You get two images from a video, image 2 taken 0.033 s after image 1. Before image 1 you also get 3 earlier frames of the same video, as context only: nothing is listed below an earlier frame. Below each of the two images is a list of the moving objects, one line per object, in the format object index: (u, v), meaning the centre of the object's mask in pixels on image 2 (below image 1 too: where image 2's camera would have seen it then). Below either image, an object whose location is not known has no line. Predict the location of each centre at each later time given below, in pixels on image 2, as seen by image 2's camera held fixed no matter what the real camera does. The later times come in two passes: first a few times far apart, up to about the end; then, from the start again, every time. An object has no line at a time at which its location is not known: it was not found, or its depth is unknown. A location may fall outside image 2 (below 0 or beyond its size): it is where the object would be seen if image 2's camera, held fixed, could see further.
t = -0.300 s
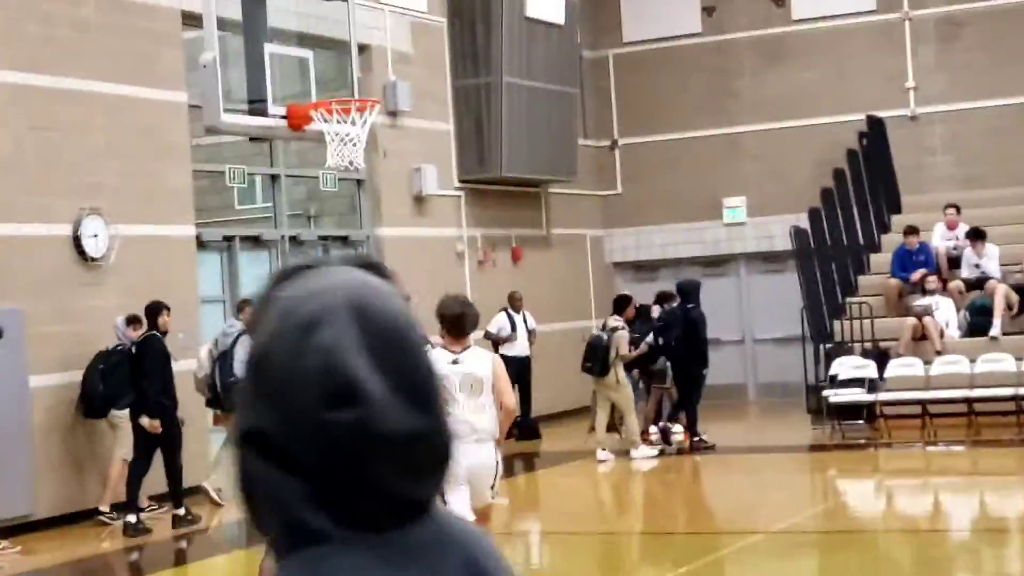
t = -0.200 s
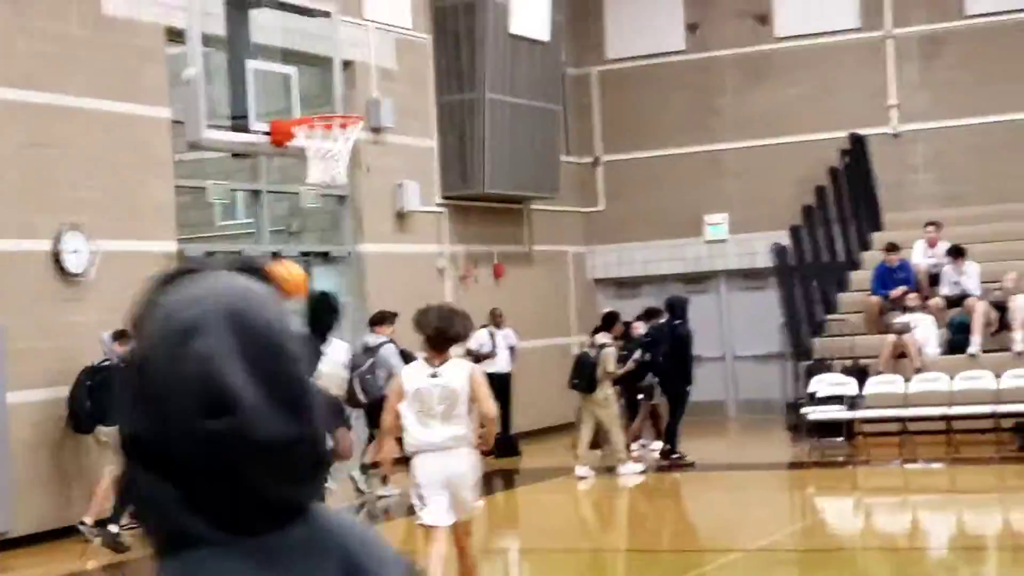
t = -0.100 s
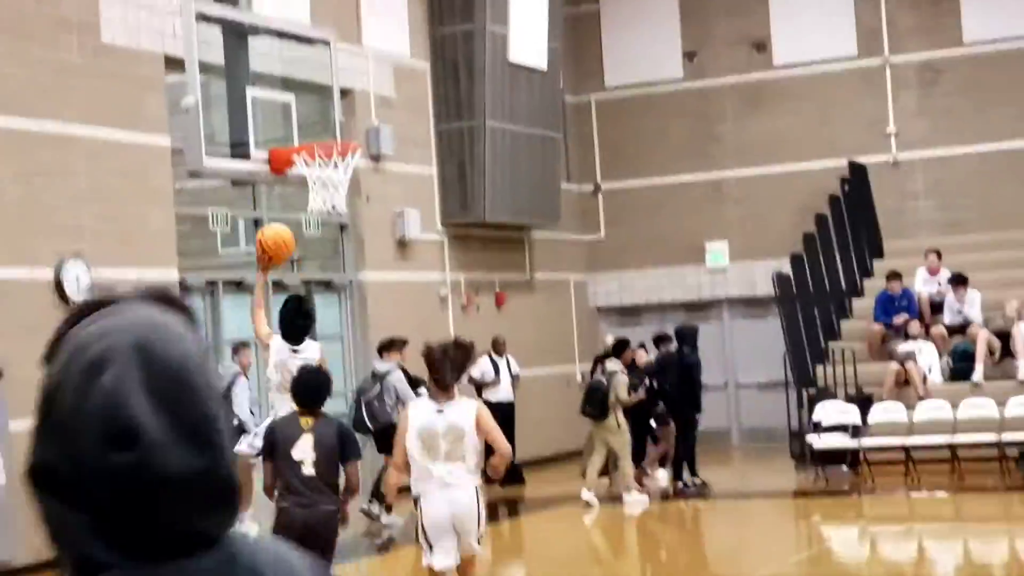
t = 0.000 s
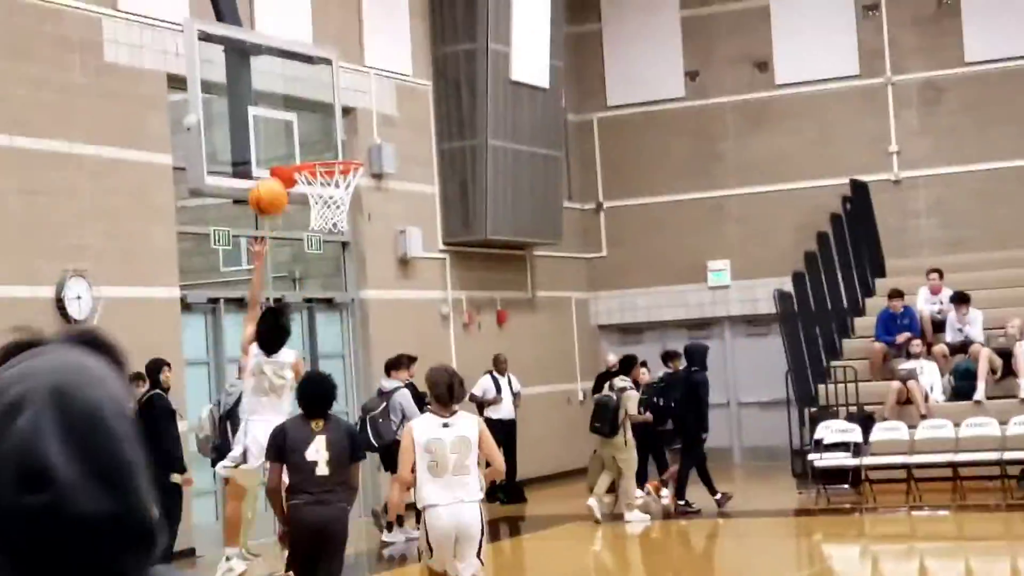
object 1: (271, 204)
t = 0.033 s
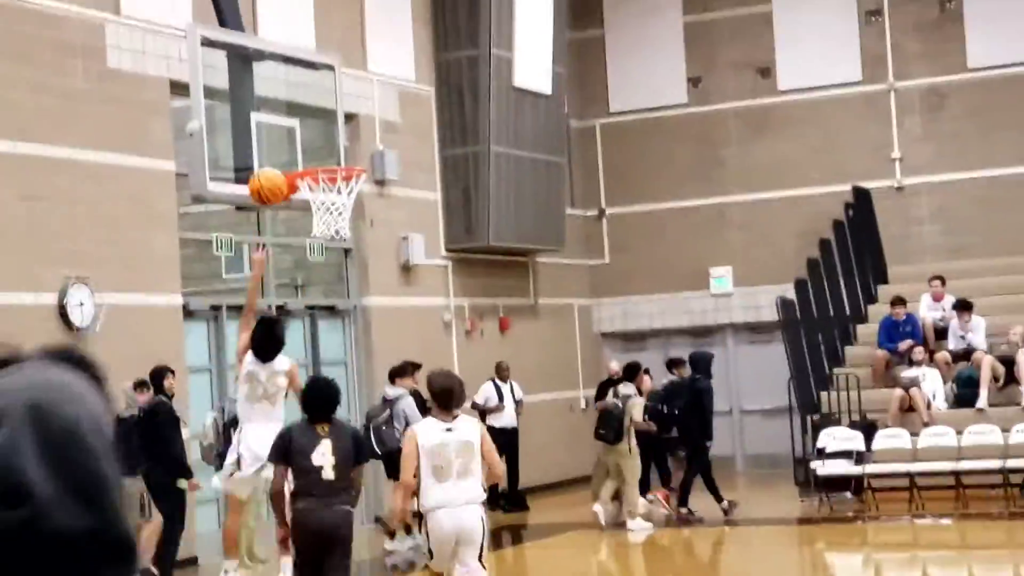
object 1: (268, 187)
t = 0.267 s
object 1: (266, 118)
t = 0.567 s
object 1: (340, 161)
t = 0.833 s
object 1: (323, 229)
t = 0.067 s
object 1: (265, 170)
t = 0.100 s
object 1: (263, 157)
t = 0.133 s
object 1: (262, 145)
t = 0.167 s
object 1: (259, 135)
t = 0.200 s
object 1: (257, 127)
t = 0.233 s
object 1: (258, 121)
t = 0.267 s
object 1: (266, 118)
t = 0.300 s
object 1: (276, 118)
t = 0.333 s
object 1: (283, 118)
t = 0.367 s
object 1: (291, 119)
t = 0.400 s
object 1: (300, 123)
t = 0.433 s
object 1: (308, 129)
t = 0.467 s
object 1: (317, 134)
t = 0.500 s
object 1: (324, 144)
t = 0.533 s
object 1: (333, 155)
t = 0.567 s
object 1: (340, 161)
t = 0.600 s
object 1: (337, 161)
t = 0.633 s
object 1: (334, 178)
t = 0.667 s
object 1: (331, 183)
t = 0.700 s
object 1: (330, 189)
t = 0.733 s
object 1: (329, 206)
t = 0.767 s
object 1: (328, 226)
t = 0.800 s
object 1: (325, 224)
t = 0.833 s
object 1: (323, 229)
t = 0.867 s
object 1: (321, 235)
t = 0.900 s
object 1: (319, 246)
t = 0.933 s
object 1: (317, 257)
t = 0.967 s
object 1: (316, 270)
